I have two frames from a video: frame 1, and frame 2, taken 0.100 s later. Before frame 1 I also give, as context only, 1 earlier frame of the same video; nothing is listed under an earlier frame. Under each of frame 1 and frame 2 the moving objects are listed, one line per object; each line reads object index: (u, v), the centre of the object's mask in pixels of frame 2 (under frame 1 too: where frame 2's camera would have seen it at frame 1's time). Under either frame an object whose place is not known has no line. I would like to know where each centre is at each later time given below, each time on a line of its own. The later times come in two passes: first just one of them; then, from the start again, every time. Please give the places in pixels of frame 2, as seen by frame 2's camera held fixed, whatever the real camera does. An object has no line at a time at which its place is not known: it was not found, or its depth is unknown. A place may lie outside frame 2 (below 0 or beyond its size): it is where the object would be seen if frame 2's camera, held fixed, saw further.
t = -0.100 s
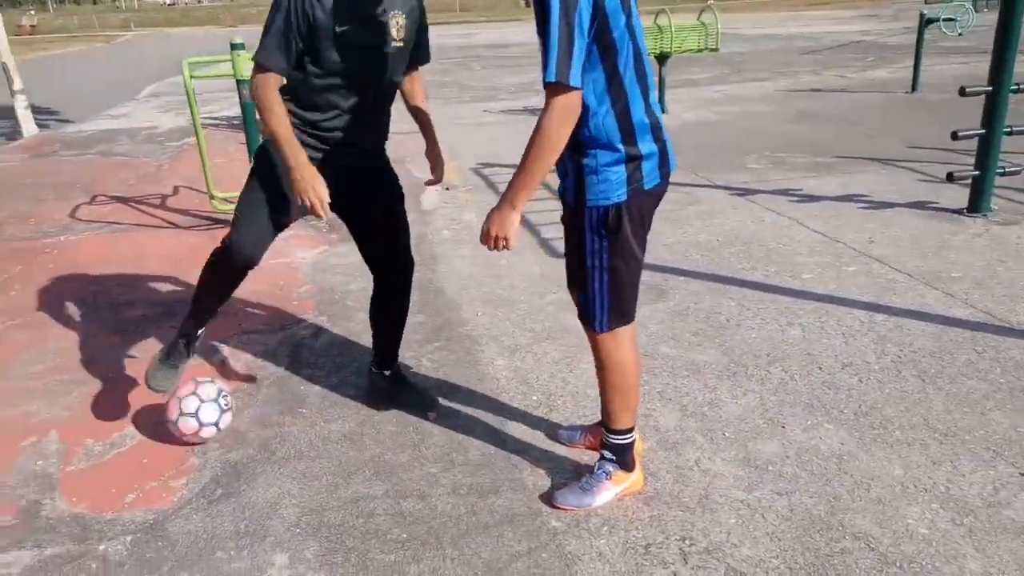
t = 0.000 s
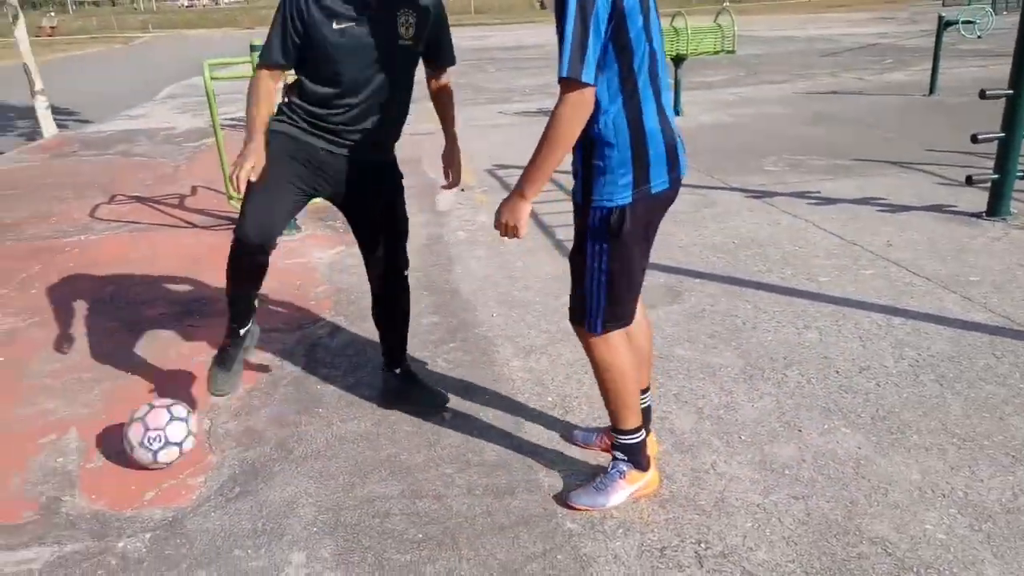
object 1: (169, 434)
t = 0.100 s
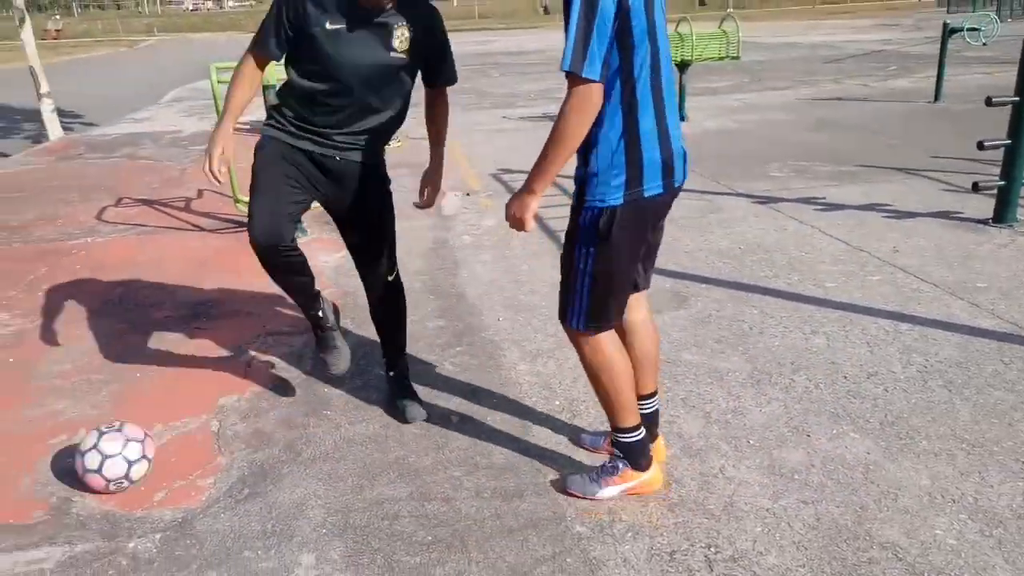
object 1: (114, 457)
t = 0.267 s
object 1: (18, 492)
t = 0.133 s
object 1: (94, 464)
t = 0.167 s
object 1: (75, 469)
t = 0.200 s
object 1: (56, 472)
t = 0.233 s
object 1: (36, 480)
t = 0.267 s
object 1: (18, 492)
